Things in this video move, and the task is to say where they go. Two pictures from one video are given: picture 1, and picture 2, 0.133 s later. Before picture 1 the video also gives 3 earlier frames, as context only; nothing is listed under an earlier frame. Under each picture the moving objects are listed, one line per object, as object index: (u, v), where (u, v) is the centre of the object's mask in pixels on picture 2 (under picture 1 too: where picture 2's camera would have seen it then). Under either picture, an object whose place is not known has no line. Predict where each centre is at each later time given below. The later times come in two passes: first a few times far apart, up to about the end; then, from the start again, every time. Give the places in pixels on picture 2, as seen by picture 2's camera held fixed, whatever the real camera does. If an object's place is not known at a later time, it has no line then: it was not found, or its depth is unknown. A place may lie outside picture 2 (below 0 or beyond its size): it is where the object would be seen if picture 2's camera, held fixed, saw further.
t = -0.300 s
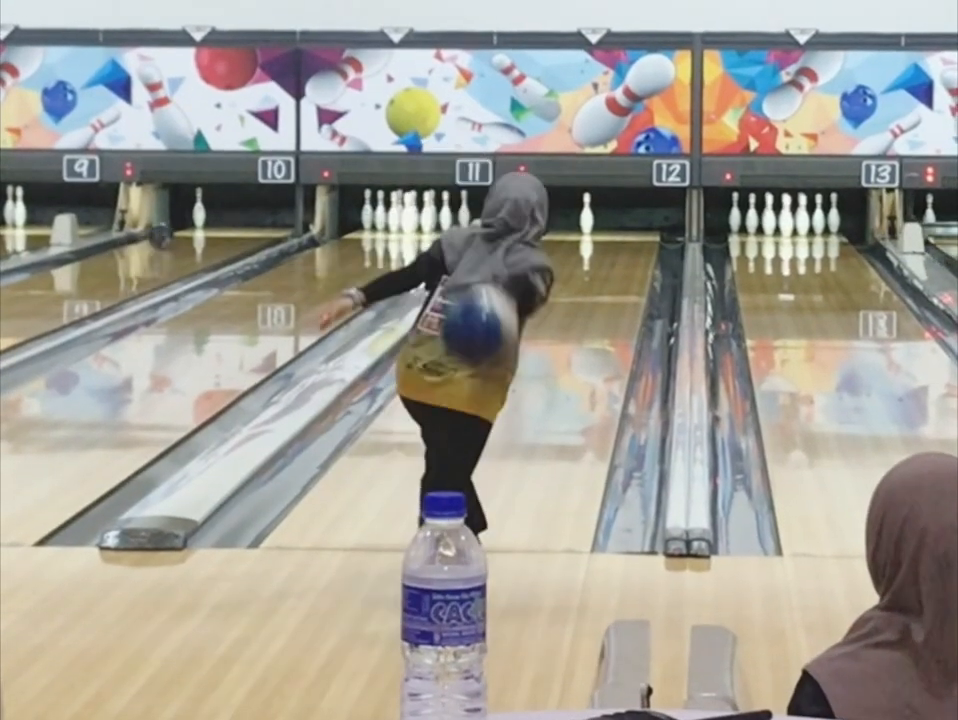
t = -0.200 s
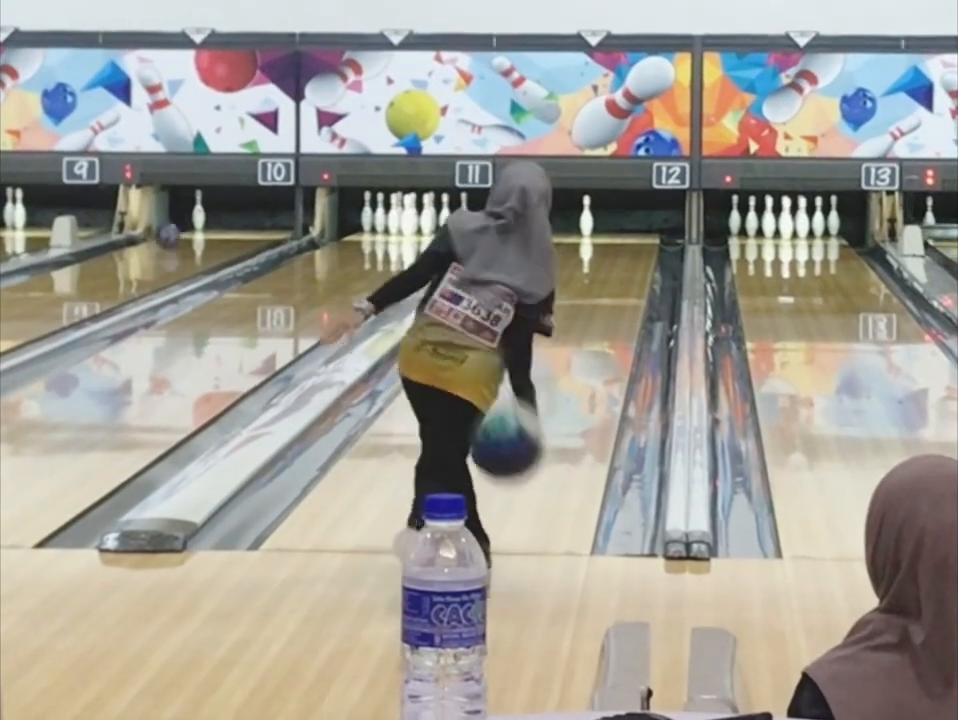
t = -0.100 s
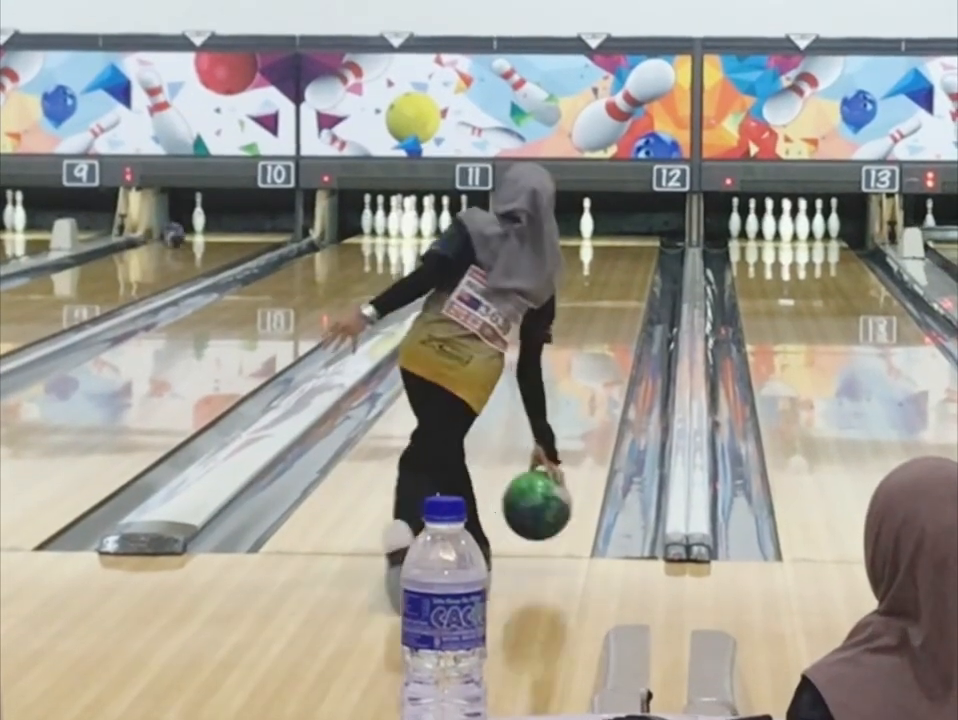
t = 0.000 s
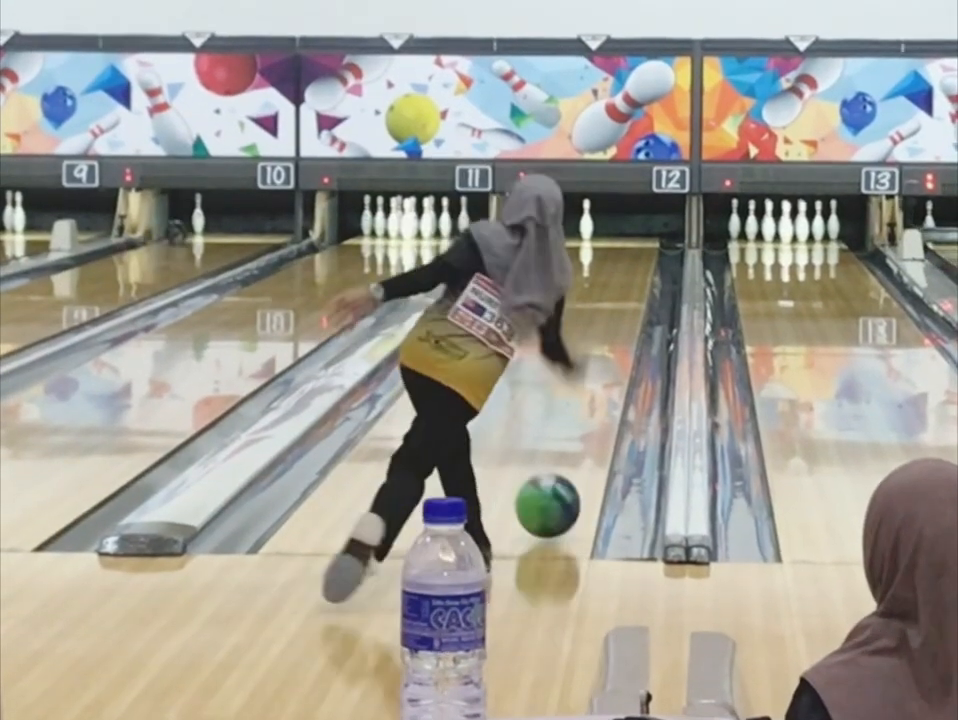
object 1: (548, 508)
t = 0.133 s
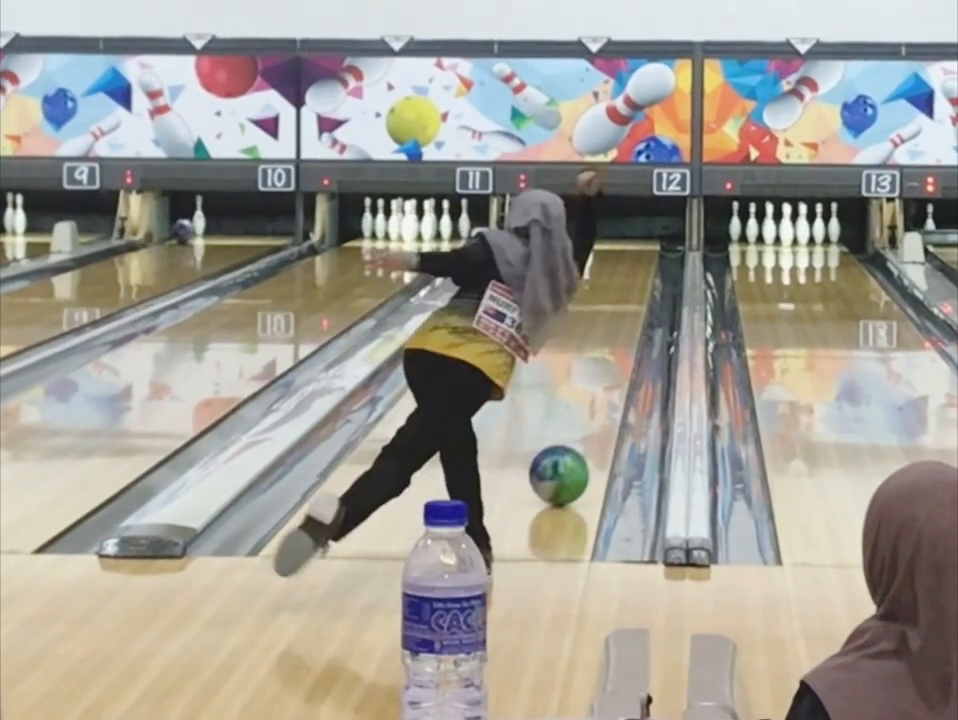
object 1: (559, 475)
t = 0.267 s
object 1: (567, 445)
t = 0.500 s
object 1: (577, 403)
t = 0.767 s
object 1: (585, 365)
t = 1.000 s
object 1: (589, 340)
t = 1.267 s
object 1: (590, 317)
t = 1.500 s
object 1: (593, 297)
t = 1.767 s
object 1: (595, 283)
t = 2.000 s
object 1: (595, 269)
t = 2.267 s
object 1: (594, 256)
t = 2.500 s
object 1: (591, 248)
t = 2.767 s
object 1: (585, 240)
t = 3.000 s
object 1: (580, 232)
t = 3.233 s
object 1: (563, 227)
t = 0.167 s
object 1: (561, 467)
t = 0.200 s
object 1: (563, 459)
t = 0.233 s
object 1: (565, 451)
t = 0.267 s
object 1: (567, 445)
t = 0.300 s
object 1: (568, 438)
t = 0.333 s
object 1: (570, 432)
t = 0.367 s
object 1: (572, 426)
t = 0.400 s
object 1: (573, 420)
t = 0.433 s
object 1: (575, 414)
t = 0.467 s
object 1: (576, 408)
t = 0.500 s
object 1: (577, 403)
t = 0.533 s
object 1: (577, 399)
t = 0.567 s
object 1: (566, 398)
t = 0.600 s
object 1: (589, 385)
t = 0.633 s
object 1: (584, 383)
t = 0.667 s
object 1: (582, 379)
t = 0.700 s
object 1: (583, 374)
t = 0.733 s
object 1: (584, 370)
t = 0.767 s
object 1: (585, 365)
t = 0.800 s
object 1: (585, 362)
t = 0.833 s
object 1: (586, 357)
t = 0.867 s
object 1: (587, 354)
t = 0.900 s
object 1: (587, 350)
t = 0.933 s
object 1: (588, 347)
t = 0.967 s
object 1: (588, 344)
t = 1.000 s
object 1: (589, 340)
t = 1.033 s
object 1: (589, 337)
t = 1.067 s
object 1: (590, 333)
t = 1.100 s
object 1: (590, 330)
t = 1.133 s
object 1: (590, 328)
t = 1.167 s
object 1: (591, 325)
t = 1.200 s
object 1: (591, 322)
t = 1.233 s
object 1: (590, 320)
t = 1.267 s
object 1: (590, 317)
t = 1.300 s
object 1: (593, 313)
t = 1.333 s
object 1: (592, 310)
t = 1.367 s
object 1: (592, 308)
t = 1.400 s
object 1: (592, 306)
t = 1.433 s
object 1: (593, 304)
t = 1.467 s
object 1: (593, 301)
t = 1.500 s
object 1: (593, 297)
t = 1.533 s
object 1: (594, 296)
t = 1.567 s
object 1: (594, 293)
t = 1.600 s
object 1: (594, 292)
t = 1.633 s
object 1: (594, 290)
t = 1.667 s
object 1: (594, 288)
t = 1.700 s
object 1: (594, 287)
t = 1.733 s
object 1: (595, 285)
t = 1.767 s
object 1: (595, 283)
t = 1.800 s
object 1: (595, 280)
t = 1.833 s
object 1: (595, 278)
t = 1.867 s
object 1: (594, 275)
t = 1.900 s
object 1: (594, 274)
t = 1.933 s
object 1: (595, 272)
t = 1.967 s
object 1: (595, 271)
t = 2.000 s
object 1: (595, 269)
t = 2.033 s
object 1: (594, 267)
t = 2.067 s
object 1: (594, 265)
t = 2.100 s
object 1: (594, 264)
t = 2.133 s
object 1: (595, 263)
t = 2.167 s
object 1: (596, 262)
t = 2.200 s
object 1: (594, 259)
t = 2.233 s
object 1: (593, 258)
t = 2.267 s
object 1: (594, 256)
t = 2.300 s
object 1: (593, 255)
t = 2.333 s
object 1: (592, 254)
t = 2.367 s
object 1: (592, 252)
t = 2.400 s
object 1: (592, 251)
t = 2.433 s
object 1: (591, 250)
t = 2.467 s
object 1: (591, 249)
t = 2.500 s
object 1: (591, 248)
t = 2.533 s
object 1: (591, 247)
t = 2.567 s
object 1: (590, 245)
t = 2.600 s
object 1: (589, 244)
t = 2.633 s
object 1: (589, 243)
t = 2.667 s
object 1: (588, 242)
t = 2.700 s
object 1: (587, 241)
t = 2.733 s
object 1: (586, 241)
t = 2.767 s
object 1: (585, 240)
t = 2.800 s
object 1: (585, 237)
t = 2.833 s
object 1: (585, 234)
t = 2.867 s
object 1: (583, 234)
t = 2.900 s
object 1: (582, 233)
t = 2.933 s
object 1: (581, 233)
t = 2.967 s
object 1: (580, 233)
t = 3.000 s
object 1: (580, 232)
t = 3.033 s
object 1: (577, 230)
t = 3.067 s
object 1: (575, 229)
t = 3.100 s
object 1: (573, 228)
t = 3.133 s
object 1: (569, 229)
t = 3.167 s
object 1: (565, 231)
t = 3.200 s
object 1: (565, 230)
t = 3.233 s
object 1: (563, 227)
